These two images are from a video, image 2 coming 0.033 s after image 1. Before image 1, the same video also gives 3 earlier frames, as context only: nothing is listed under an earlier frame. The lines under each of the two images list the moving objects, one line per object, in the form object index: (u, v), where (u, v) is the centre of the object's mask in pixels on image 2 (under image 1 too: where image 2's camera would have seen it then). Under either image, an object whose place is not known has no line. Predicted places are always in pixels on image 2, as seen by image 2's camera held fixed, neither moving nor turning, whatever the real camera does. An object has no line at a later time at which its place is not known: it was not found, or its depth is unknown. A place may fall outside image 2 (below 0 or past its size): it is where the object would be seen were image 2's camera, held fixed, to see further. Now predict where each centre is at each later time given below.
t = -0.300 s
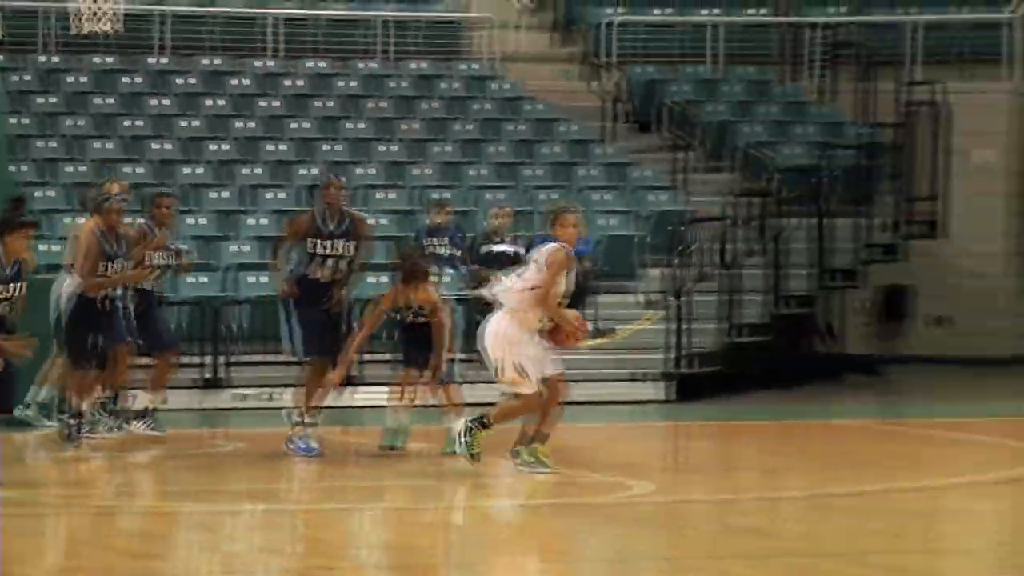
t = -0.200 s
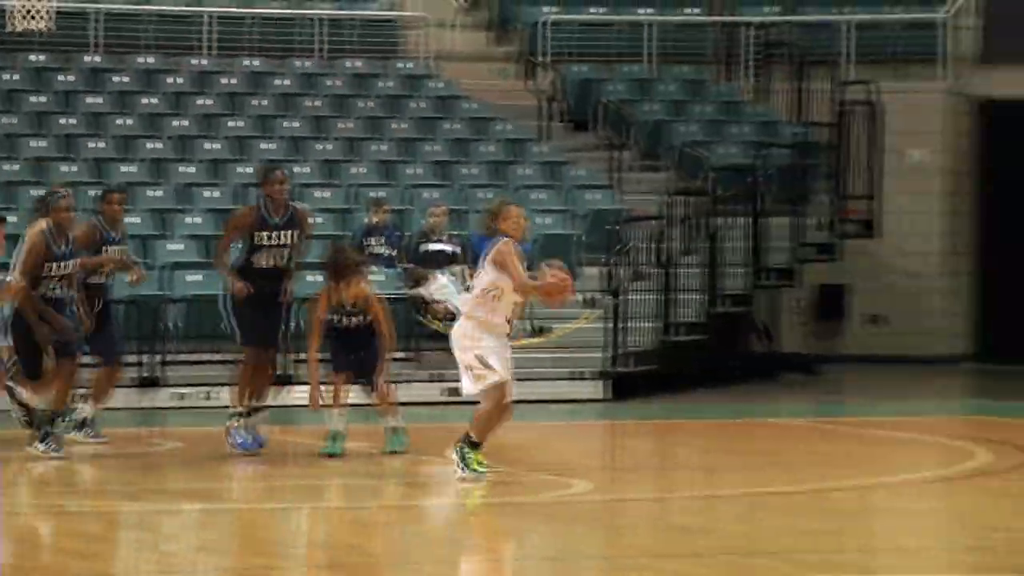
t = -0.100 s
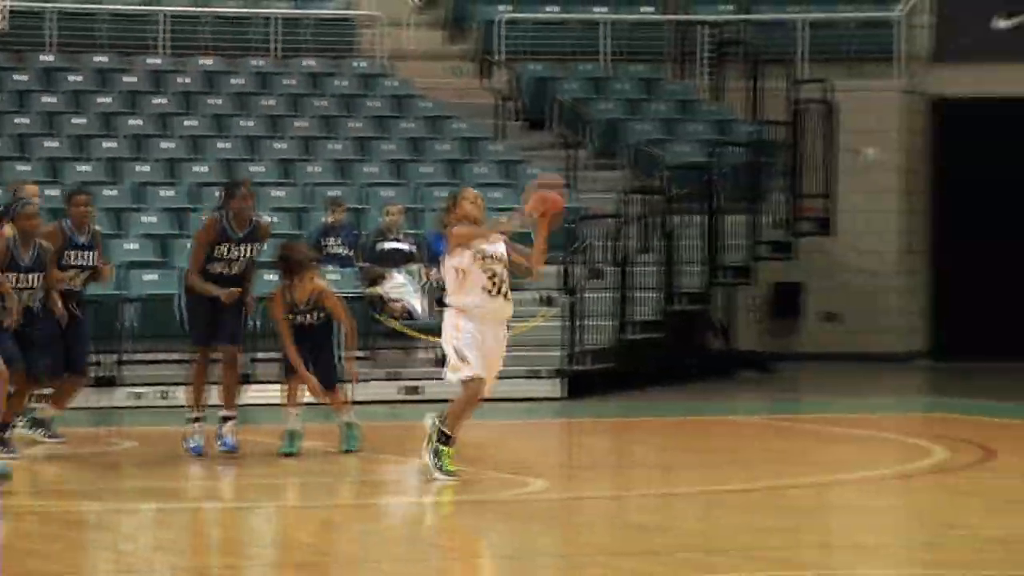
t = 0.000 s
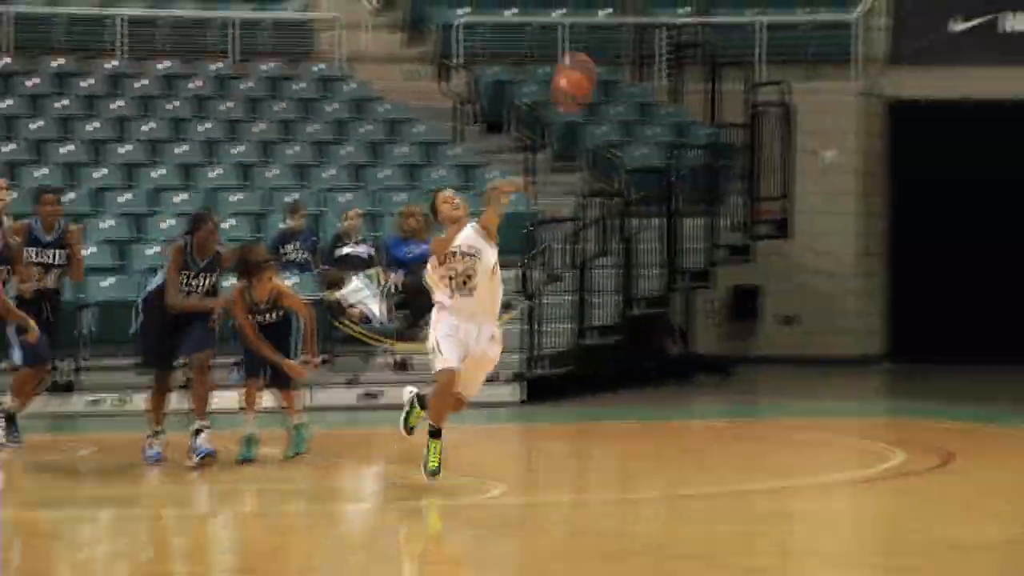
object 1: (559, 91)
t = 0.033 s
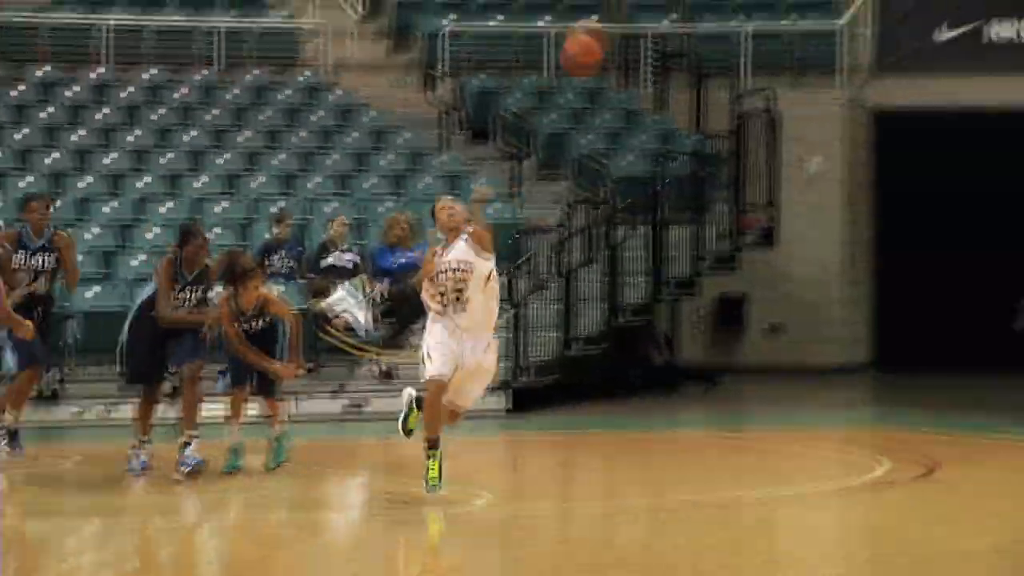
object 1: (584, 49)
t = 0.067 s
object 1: (609, 9)
